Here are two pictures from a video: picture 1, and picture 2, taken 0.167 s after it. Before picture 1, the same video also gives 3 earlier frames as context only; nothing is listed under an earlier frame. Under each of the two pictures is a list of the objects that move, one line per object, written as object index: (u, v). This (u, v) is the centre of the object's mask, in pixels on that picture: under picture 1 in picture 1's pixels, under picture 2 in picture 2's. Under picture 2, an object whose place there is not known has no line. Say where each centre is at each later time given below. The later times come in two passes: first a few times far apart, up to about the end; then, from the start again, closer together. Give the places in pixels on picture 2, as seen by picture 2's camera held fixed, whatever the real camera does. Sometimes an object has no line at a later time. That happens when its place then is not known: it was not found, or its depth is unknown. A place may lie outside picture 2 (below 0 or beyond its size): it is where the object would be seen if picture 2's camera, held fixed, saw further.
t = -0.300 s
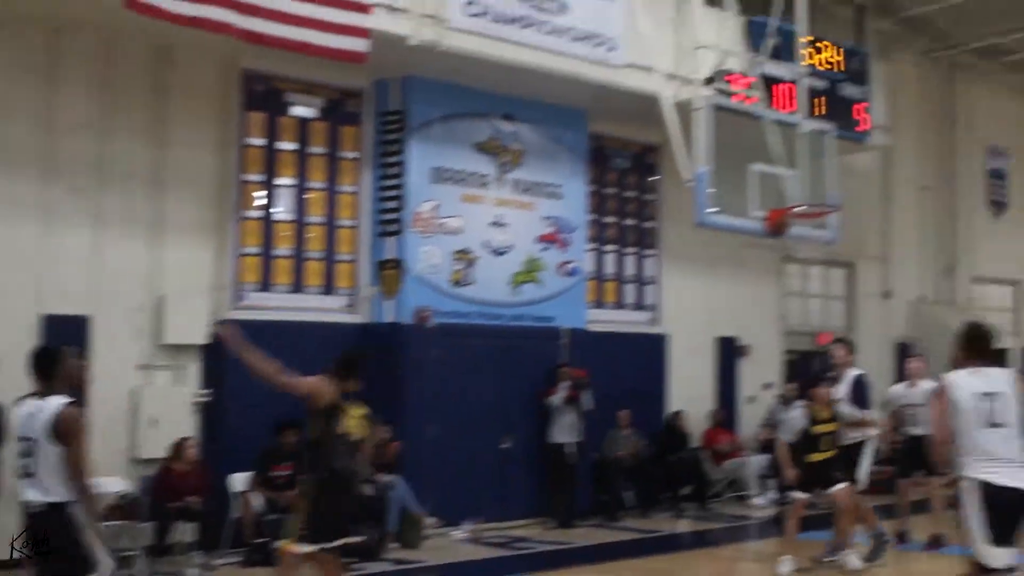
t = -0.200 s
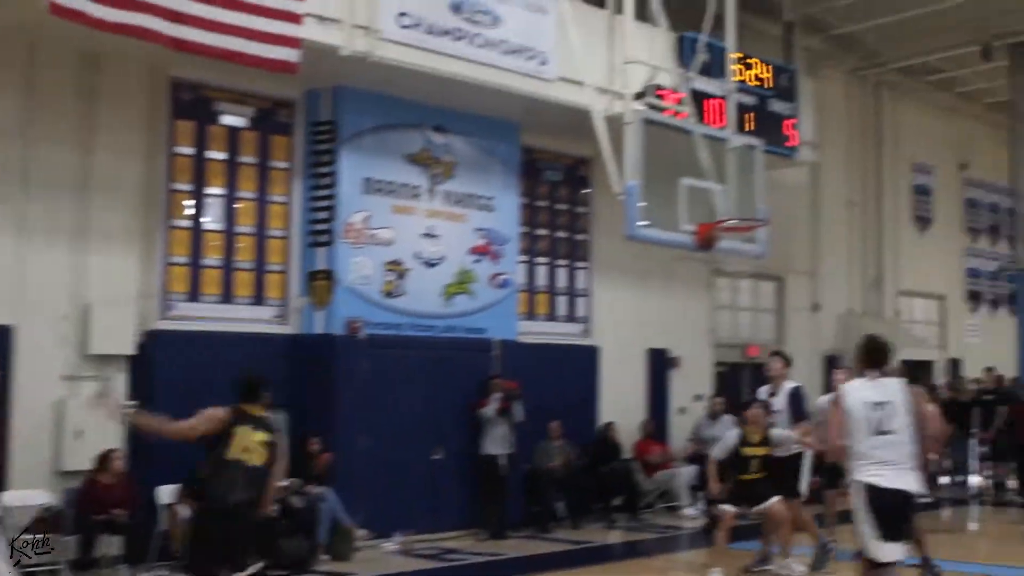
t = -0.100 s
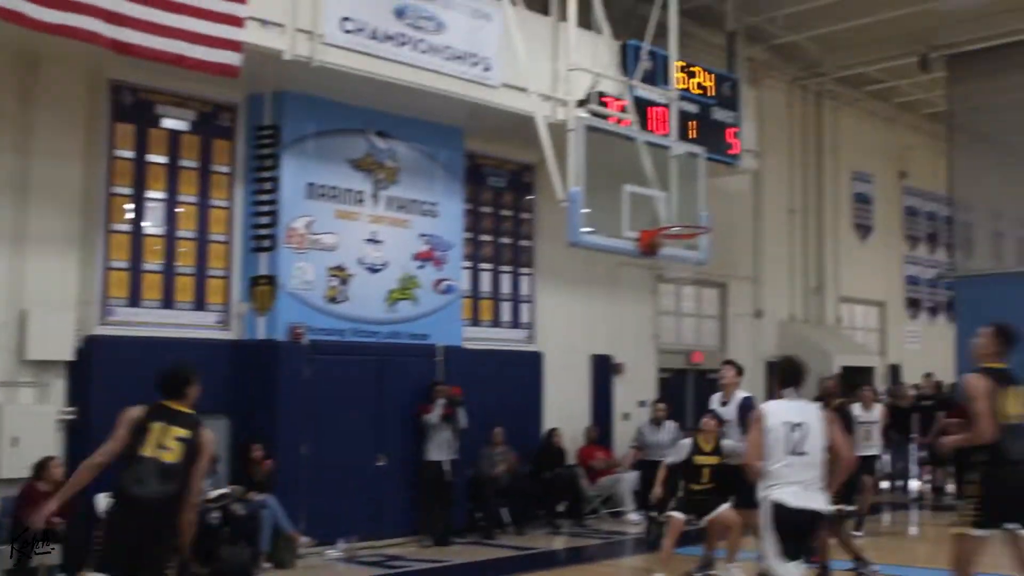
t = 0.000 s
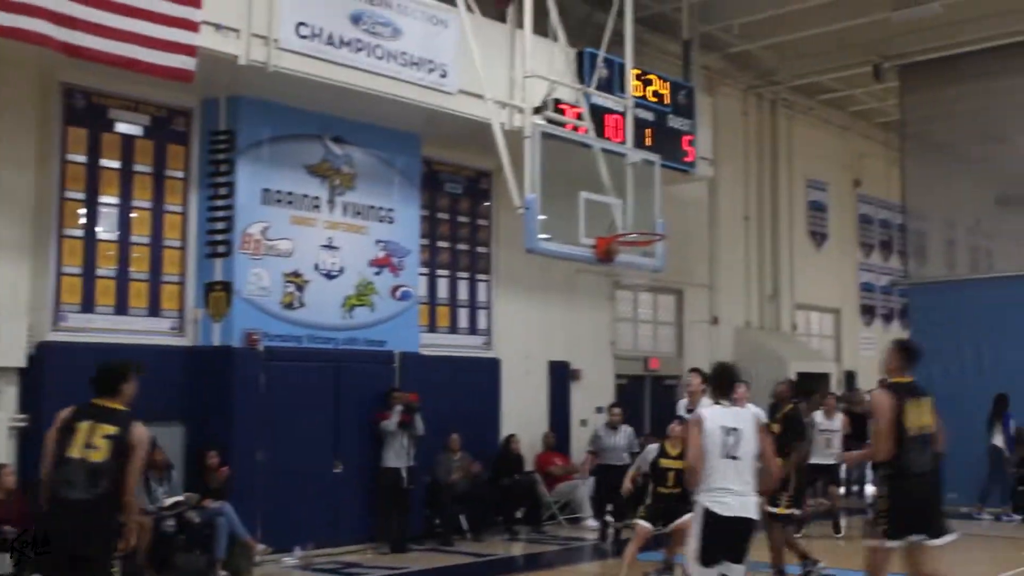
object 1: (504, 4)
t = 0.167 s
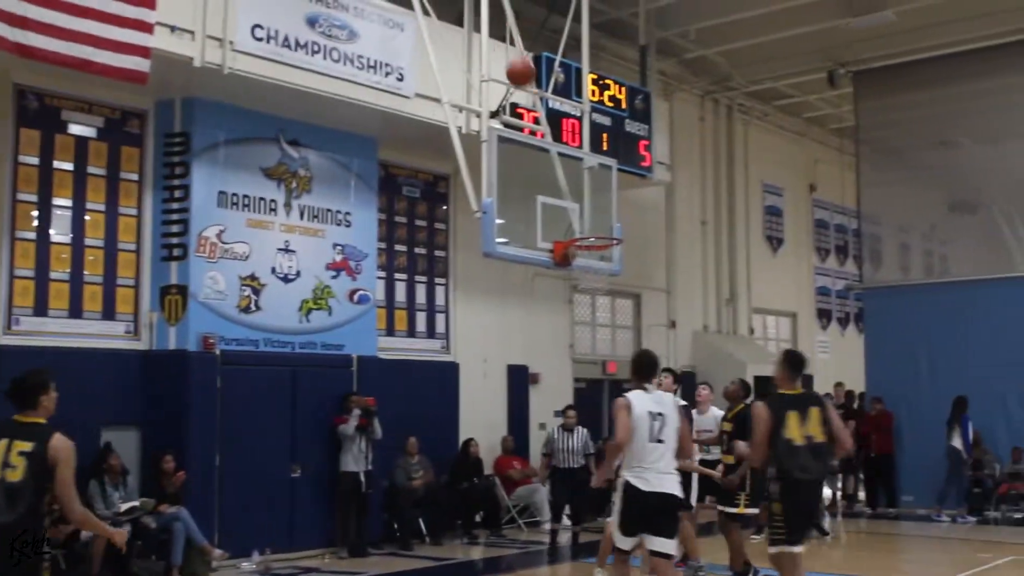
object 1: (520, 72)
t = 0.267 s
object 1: (554, 129)
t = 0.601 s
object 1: (612, 285)
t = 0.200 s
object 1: (532, 91)
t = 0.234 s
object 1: (543, 109)
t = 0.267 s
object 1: (554, 129)
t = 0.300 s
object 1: (564, 152)
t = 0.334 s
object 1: (575, 174)
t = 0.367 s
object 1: (584, 197)
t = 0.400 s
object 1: (593, 221)
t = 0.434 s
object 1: (603, 246)
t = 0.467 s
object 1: (611, 266)
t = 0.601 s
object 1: (612, 285)
